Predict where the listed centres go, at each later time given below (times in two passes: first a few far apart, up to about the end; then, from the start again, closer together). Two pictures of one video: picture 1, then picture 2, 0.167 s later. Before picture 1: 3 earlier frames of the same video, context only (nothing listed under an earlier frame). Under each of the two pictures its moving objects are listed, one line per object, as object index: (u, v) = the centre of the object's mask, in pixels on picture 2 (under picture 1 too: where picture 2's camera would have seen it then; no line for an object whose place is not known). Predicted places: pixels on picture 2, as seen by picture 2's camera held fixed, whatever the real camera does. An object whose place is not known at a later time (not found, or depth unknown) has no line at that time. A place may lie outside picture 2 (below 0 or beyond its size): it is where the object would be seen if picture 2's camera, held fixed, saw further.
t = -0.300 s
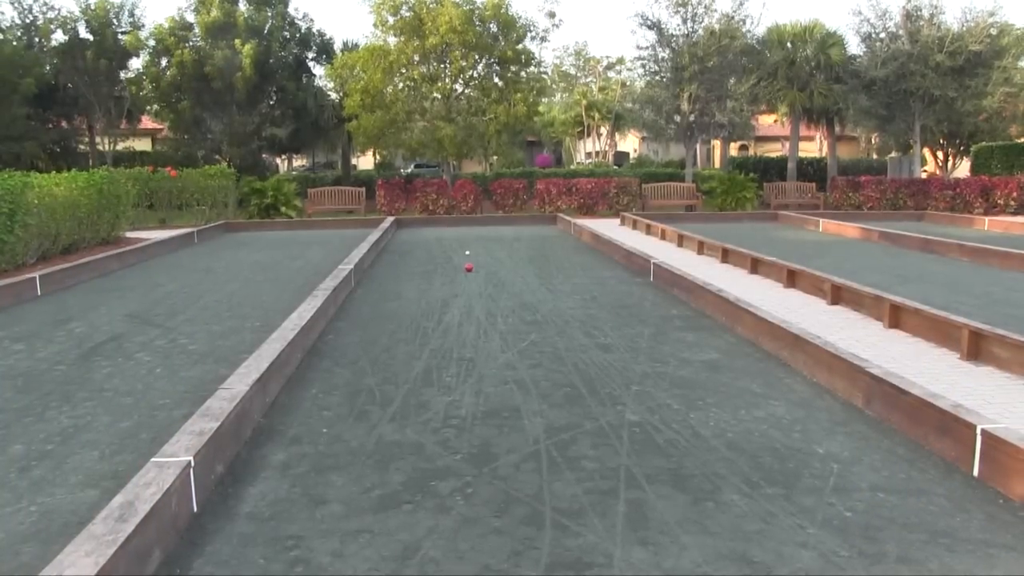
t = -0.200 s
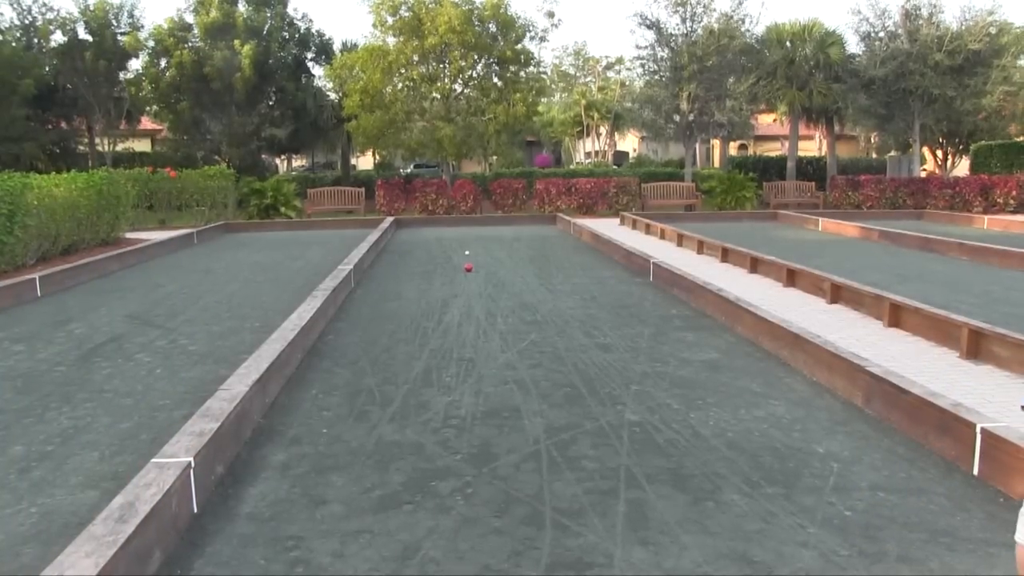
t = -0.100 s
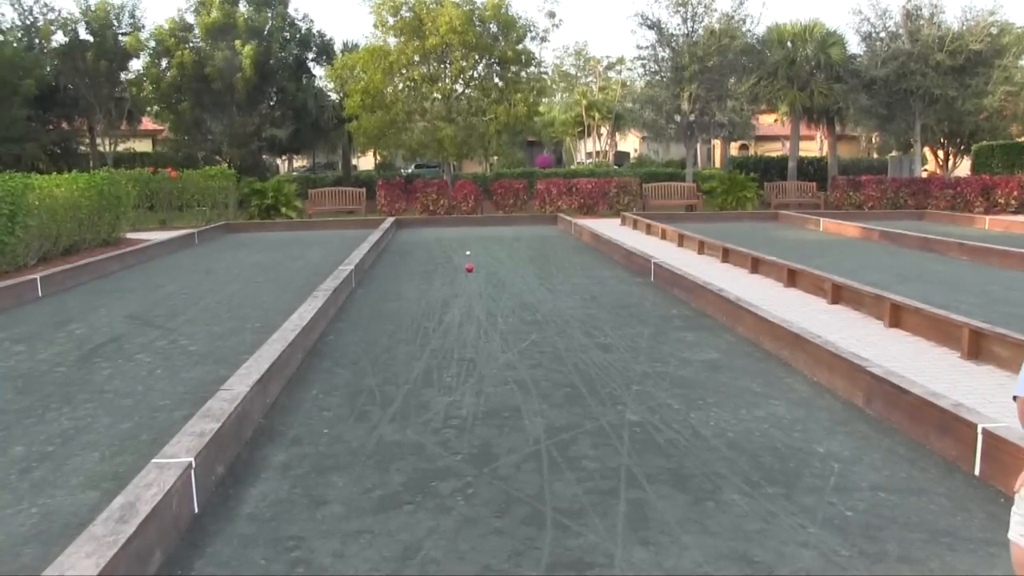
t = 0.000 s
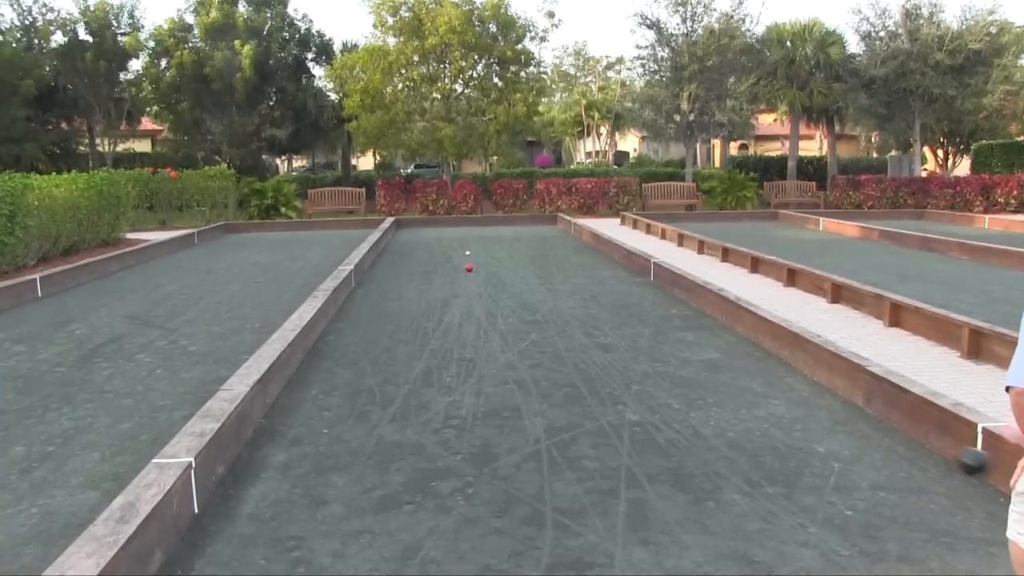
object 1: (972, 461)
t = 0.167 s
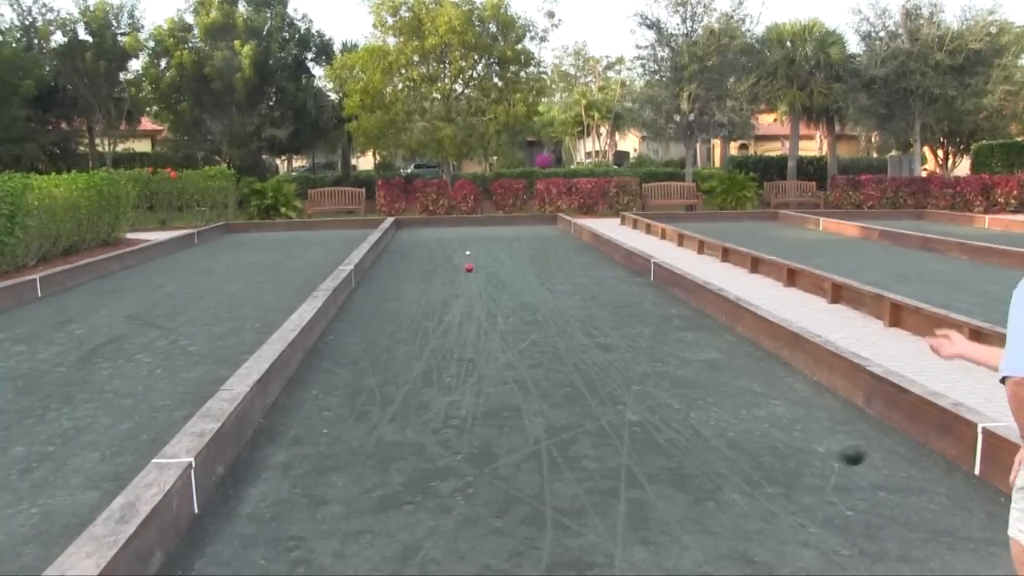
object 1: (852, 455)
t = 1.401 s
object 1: (577, 333)
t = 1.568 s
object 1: (560, 324)
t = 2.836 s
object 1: (484, 282)
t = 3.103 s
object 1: (474, 277)
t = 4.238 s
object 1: (441, 261)
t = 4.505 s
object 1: (435, 259)
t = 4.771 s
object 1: (429, 256)
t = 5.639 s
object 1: (413, 251)
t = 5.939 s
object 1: (408, 250)
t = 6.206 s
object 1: (404, 248)
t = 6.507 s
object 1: (400, 248)
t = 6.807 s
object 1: (396, 246)
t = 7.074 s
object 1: (394, 246)
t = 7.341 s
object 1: (391, 245)
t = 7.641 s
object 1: (389, 244)
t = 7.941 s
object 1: (388, 244)
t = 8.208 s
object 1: (388, 244)
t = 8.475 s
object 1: (388, 244)
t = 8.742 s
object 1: (388, 244)
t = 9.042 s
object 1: (388, 244)
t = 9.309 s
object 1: (388, 244)
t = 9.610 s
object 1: (388, 244)
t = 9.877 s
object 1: (388, 244)
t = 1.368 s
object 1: (581, 335)
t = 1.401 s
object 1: (577, 333)
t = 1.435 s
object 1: (573, 331)
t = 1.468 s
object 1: (570, 330)
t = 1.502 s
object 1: (567, 328)
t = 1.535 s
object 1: (564, 326)
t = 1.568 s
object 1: (560, 324)
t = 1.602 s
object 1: (557, 322)
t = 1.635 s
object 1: (555, 321)
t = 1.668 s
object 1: (552, 319)
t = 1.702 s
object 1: (549, 317)
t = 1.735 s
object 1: (546, 316)
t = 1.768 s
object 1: (544, 315)
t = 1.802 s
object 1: (541, 313)
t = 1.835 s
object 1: (538, 313)
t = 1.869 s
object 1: (536, 311)
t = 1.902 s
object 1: (534, 310)
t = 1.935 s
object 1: (532, 308)
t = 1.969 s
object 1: (529, 307)
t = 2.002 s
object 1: (527, 306)
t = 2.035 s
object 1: (525, 305)
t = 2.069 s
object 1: (523, 304)
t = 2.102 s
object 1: (520, 302)
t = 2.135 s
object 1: (519, 301)
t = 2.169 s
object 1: (516, 300)
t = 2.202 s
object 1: (515, 299)
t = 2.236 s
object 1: (513, 298)
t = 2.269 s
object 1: (511, 297)
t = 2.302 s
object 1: (509, 296)
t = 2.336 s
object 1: (507, 295)
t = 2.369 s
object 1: (506, 294)
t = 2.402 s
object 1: (504, 293)
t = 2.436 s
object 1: (502, 292)
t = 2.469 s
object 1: (501, 291)
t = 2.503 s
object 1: (499, 291)
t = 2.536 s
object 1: (497, 289)
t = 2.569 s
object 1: (496, 288)
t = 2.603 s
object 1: (494, 288)
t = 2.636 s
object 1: (492, 287)
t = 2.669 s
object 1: (491, 286)
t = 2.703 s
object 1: (490, 285)
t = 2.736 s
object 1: (488, 285)
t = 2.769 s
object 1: (487, 284)
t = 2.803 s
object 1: (485, 283)
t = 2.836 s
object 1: (484, 282)
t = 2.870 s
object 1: (483, 282)
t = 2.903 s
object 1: (481, 281)
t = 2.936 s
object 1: (480, 280)
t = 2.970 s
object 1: (478, 279)
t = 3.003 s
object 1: (477, 279)
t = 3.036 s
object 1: (476, 278)
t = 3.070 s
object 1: (475, 278)
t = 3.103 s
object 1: (474, 277)
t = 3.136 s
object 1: (472, 276)
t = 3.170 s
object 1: (471, 276)
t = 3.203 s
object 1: (470, 275)
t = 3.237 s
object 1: (469, 274)
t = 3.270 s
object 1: (468, 273)
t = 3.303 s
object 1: (467, 273)
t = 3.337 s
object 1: (466, 273)
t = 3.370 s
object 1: (465, 272)
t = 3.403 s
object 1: (464, 272)
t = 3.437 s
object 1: (463, 271)
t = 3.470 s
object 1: (462, 271)
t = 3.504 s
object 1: (460, 270)
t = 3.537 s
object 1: (459, 270)
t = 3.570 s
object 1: (458, 269)
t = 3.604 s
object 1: (457, 269)
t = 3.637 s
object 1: (456, 268)
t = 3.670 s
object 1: (455, 268)
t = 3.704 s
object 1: (454, 268)
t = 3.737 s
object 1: (454, 267)
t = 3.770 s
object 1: (453, 267)
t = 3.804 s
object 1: (452, 266)
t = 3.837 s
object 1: (451, 266)
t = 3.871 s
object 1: (450, 265)
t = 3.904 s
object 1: (449, 265)
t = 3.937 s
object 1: (448, 264)
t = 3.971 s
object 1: (448, 264)
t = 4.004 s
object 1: (447, 264)
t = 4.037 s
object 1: (446, 263)
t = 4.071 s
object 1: (445, 263)
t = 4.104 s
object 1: (444, 263)
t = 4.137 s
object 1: (443, 262)
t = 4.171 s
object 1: (443, 262)
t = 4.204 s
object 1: (442, 262)
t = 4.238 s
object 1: (441, 261)
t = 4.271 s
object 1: (440, 261)
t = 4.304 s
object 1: (439, 260)
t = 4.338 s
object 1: (439, 260)
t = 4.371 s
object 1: (438, 260)
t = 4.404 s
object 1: (437, 260)
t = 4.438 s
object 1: (436, 259)
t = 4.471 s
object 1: (436, 259)
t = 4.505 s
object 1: (435, 259)
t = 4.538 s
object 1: (434, 259)
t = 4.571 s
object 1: (433, 258)
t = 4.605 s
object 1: (433, 258)
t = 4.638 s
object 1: (432, 258)
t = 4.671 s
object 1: (432, 257)
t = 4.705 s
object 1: (431, 257)
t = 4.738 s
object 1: (430, 257)
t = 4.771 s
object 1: (429, 256)
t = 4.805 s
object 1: (428, 256)
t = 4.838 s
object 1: (428, 256)
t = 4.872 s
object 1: (427, 256)
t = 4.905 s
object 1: (427, 255)
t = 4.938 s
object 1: (426, 255)
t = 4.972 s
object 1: (425, 255)
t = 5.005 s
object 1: (425, 255)
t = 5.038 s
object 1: (424, 254)
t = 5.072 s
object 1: (423, 254)
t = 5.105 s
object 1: (423, 254)
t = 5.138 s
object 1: (422, 254)
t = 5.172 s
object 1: (422, 253)
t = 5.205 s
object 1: (421, 253)
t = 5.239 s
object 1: (420, 253)
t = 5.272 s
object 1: (420, 253)
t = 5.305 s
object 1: (419, 253)
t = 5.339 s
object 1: (418, 252)
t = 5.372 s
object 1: (418, 252)
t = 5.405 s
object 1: (417, 252)
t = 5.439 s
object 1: (416, 252)
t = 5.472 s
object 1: (416, 252)
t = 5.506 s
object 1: (416, 252)
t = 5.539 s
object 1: (415, 252)
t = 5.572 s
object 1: (414, 251)
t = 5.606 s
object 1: (414, 251)
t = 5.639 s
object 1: (413, 251)
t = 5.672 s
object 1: (413, 251)
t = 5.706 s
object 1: (412, 251)
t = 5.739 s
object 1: (412, 250)
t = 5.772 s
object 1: (411, 250)
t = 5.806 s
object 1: (411, 250)
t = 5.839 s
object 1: (410, 250)
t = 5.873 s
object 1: (409, 250)
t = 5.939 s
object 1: (408, 250)
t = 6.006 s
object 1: (407, 249)
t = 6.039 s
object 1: (407, 249)
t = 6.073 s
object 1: (406, 249)
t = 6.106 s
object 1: (406, 249)
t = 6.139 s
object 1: (405, 248)
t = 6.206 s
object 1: (404, 248)
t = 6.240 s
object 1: (404, 248)
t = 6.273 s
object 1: (403, 248)
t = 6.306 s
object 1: (403, 248)
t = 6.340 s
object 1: (402, 248)
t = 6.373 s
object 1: (402, 248)
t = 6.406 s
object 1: (401, 248)
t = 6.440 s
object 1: (401, 248)
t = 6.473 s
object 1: (400, 248)
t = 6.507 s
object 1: (400, 248)
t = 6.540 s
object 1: (400, 247)
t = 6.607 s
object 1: (399, 247)
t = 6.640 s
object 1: (398, 247)
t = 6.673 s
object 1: (398, 247)
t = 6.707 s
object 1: (398, 247)
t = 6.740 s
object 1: (397, 246)
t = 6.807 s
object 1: (396, 246)
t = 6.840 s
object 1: (396, 246)
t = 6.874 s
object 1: (396, 246)
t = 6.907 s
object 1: (396, 246)
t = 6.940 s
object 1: (395, 246)
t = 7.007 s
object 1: (395, 246)
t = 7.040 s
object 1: (395, 246)
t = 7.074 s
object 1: (394, 246)
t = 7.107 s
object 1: (394, 246)
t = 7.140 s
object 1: (394, 246)
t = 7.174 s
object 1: (393, 246)
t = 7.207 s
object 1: (393, 246)
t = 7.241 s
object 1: (393, 245)
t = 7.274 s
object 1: (393, 245)
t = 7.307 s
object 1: (392, 245)
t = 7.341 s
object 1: (391, 245)
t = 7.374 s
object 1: (391, 245)
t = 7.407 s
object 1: (391, 245)
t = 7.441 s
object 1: (391, 245)
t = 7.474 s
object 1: (390, 245)
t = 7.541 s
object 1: (390, 245)
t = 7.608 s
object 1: (389, 245)
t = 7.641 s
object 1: (389, 244)
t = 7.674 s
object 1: (389, 244)
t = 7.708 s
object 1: (389, 244)
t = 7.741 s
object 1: (388, 244)
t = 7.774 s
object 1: (388, 244)
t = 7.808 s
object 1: (388, 244)
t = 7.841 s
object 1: (388, 244)
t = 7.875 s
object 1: (388, 244)
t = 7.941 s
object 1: (388, 244)
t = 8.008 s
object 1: (388, 244)
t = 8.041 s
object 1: (388, 244)
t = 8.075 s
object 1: (388, 244)
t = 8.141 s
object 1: (388, 244)
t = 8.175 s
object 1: (388, 244)
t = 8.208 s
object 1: (388, 244)
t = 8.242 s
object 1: (388, 244)
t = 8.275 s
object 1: (388, 244)
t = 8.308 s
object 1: (388, 244)
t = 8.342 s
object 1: (388, 244)
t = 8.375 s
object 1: (388, 244)
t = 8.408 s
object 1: (388, 244)
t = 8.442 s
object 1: (388, 244)
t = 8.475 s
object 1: (388, 244)
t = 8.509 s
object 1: (388, 244)
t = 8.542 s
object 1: (388, 244)
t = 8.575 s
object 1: (388, 244)
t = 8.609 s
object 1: (388, 244)
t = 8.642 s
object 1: (388, 244)
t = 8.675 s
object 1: (388, 244)
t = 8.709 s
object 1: (388, 244)
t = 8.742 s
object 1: (388, 244)
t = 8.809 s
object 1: (388, 244)
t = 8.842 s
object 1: (388, 244)
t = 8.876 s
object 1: (388, 244)
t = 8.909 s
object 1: (388, 244)
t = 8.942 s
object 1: (388, 244)
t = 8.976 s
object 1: (388, 244)
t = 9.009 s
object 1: (388, 244)
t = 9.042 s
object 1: (388, 244)
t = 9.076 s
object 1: (388, 244)
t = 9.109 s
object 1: (389, 244)
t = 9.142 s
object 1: (388, 244)
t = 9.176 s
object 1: (388, 244)
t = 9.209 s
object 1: (388, 244)
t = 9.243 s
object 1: (388, 244)
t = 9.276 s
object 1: (389, 244)
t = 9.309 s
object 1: (388, 244)
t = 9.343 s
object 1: (388, 244)
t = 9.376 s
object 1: (388, 244)
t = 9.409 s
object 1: (388, 244)
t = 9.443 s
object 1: (388, 244)
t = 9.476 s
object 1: (388, 244)
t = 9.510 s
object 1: (388, 244)
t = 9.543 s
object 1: (388, 244)
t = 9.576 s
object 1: (388, 244)
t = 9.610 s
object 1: (388, 244)
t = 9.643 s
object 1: (388, 244)
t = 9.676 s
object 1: (388, 244)
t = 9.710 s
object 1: (388, 244)
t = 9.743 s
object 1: (388, 244)
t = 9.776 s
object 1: (388, 244)
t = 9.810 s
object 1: (388, 244)
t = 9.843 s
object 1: (388, 244)
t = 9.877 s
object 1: (388, 244)
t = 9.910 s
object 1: (388, 244)
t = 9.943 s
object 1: (388, 244)
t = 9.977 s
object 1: (388, 244)
